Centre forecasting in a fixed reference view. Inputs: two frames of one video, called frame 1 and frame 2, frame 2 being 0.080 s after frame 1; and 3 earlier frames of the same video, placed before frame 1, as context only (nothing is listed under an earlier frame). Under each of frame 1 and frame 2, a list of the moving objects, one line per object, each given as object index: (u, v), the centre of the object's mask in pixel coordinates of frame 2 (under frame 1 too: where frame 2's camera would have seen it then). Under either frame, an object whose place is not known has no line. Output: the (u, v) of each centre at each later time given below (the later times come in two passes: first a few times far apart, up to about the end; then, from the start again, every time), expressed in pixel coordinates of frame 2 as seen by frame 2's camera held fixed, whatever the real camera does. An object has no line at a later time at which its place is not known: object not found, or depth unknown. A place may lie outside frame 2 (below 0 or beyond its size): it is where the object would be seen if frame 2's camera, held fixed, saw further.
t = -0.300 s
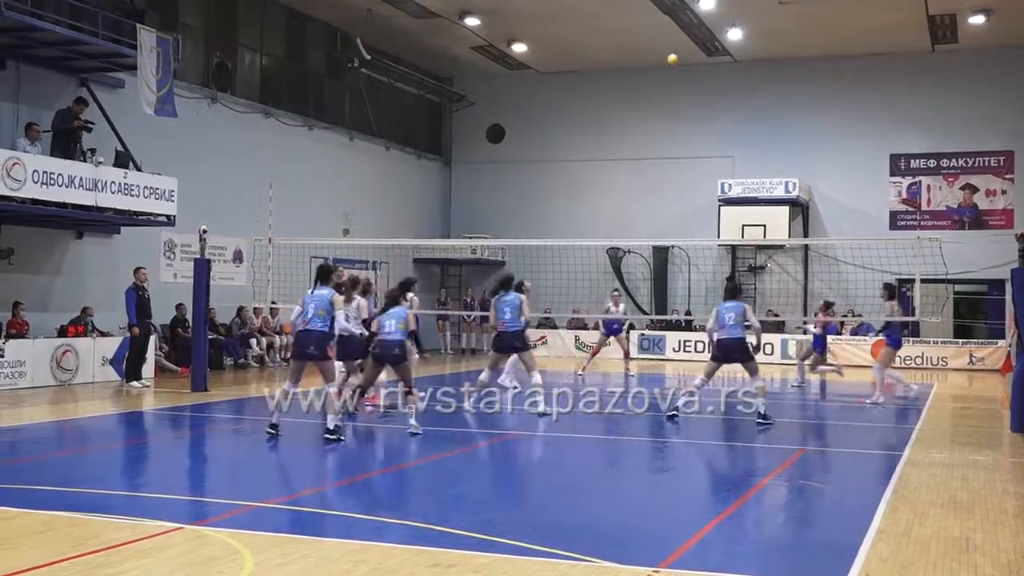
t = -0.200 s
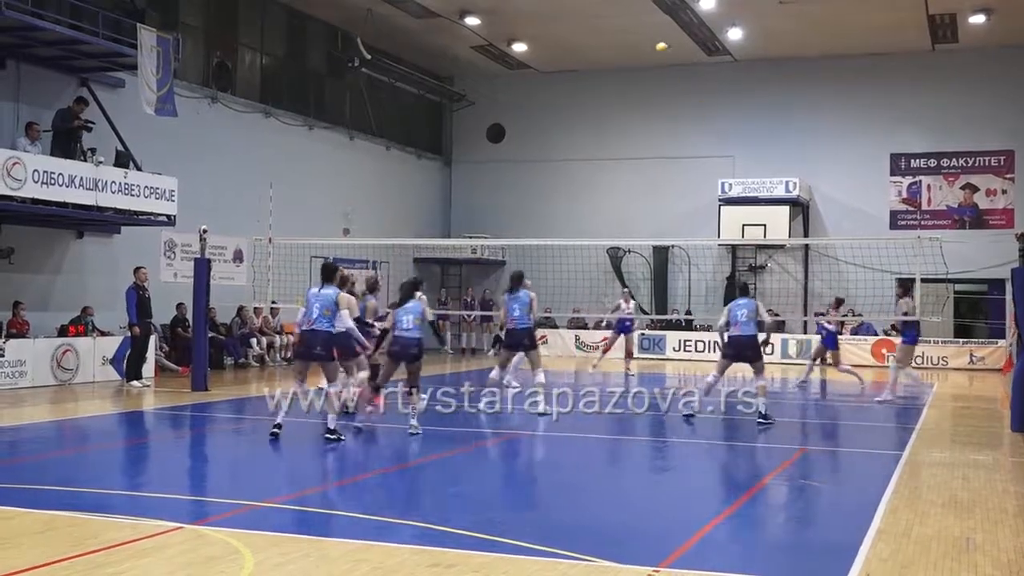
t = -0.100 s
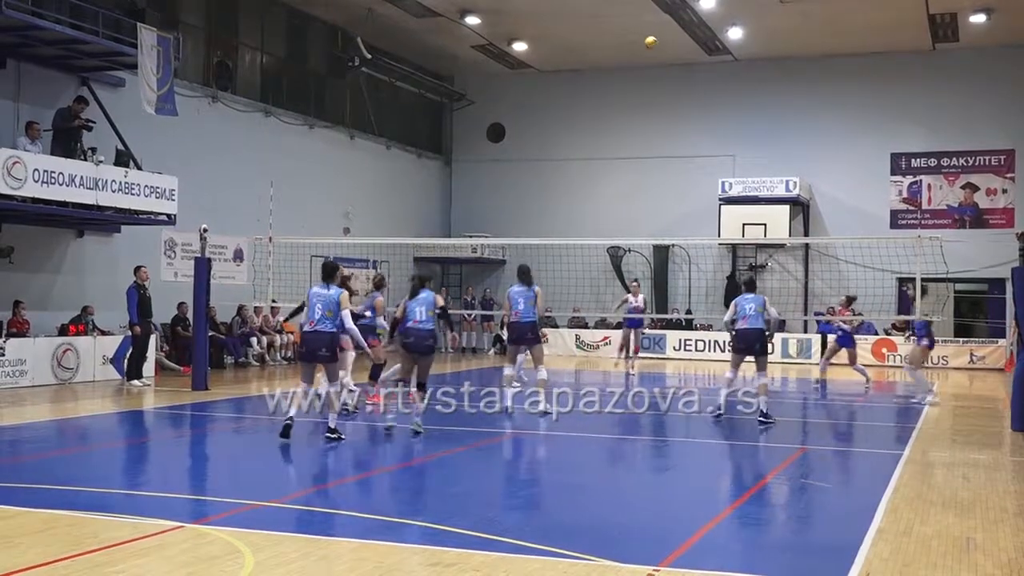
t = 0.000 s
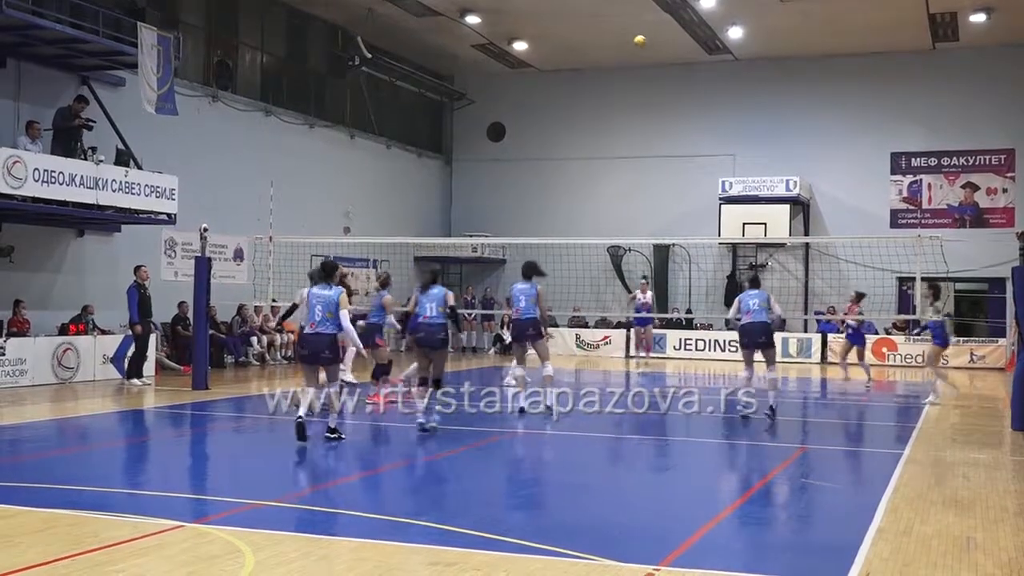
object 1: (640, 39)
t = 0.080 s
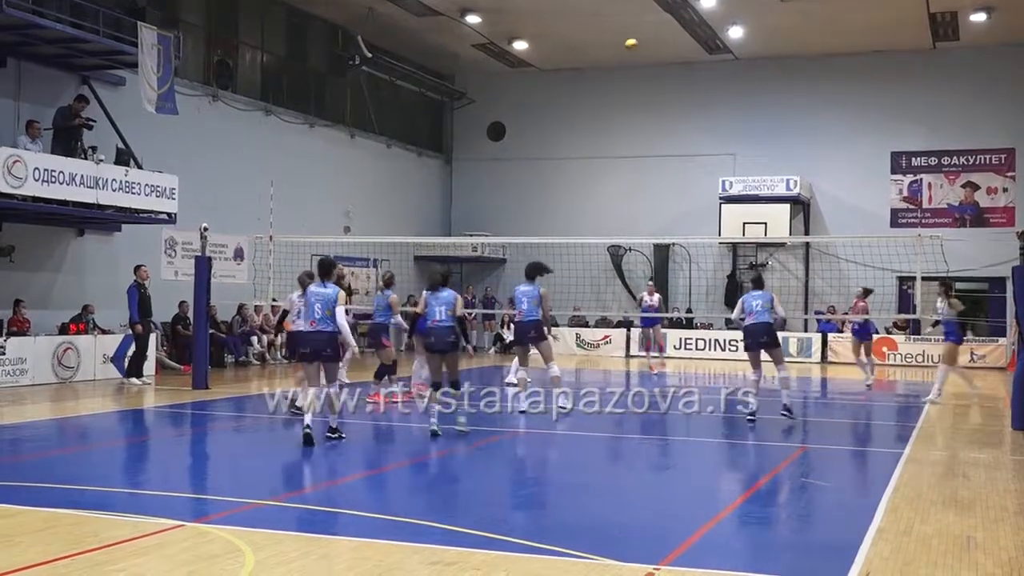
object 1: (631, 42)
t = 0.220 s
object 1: (615, 58)
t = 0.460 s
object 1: (587, 107)
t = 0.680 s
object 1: (562, 176)
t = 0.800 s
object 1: (548, 227)
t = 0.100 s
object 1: (628, 44)
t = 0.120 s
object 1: (626, 45)
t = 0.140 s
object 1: (625, 47)
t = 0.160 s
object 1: (622, 49)
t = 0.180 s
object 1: (620, 52)
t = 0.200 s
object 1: (617, 54)
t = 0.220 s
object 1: (615, 58)
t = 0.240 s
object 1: (613, 60)
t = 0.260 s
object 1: (610, 63)
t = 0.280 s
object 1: (608, 66)
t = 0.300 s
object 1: (606, 71)
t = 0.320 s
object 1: (603, 73)
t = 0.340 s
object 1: (601, 78)
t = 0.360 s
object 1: (599, 83)
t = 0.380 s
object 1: (597, 86)
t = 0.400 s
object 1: (594, 91)
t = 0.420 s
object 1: (592, 97)
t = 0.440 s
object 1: (590, 101)
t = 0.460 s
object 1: (587, 107)
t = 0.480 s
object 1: (585, 111)
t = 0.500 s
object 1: (583, 119)
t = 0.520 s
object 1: (580, 124)
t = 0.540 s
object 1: (579, 129)
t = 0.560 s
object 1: (575, 137)
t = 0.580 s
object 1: (573, 141)
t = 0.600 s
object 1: (571, 149)
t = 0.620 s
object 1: (568, 156)
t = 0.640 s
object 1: (567, 162)
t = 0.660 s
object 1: (564, 171)
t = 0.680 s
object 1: (562, 176)
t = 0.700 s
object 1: (560, 185)
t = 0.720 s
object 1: (556, 194)
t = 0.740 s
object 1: (555, 202)
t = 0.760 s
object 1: (551, 210)
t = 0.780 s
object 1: (550, 218)
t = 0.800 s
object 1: (548, 227)
